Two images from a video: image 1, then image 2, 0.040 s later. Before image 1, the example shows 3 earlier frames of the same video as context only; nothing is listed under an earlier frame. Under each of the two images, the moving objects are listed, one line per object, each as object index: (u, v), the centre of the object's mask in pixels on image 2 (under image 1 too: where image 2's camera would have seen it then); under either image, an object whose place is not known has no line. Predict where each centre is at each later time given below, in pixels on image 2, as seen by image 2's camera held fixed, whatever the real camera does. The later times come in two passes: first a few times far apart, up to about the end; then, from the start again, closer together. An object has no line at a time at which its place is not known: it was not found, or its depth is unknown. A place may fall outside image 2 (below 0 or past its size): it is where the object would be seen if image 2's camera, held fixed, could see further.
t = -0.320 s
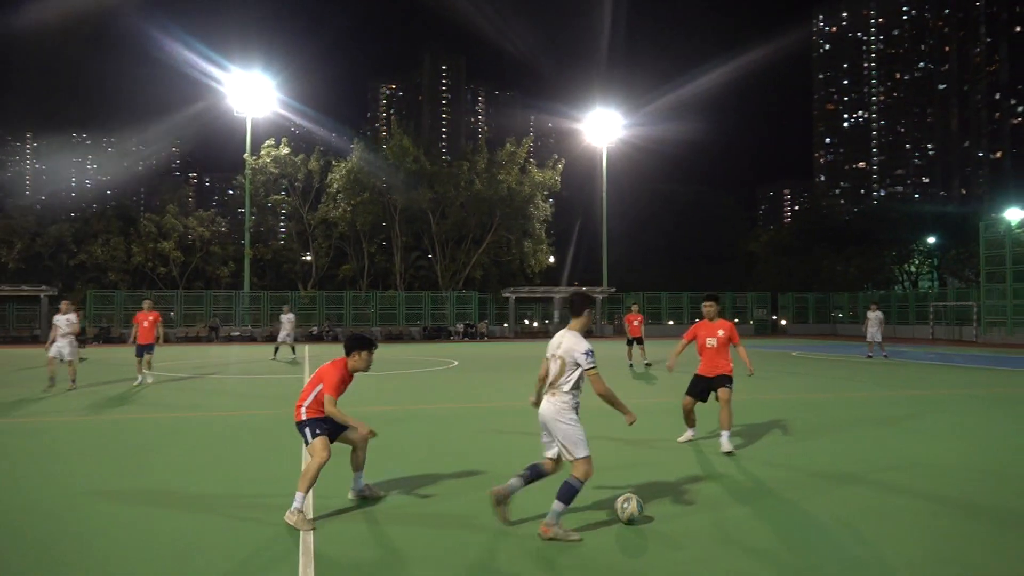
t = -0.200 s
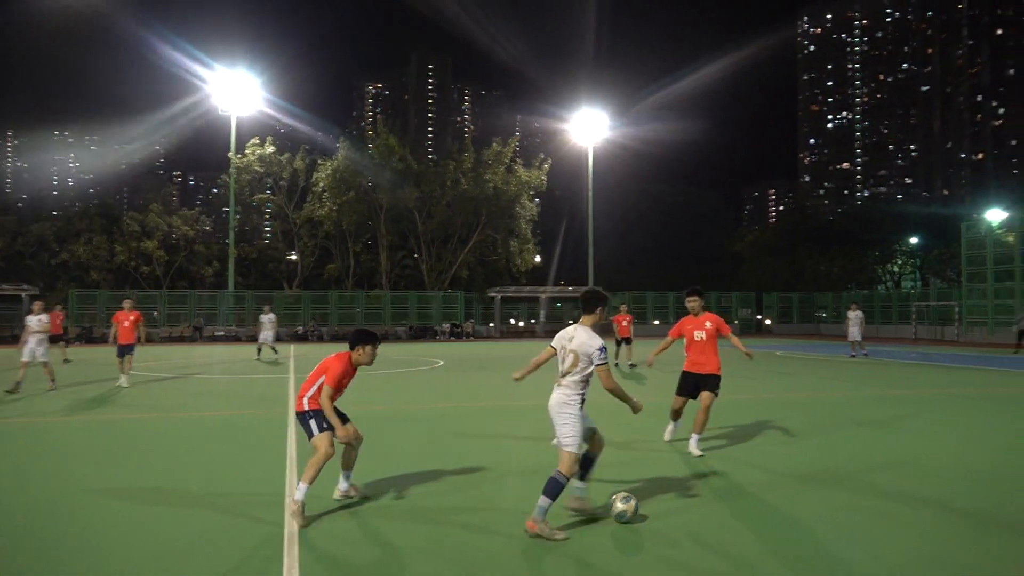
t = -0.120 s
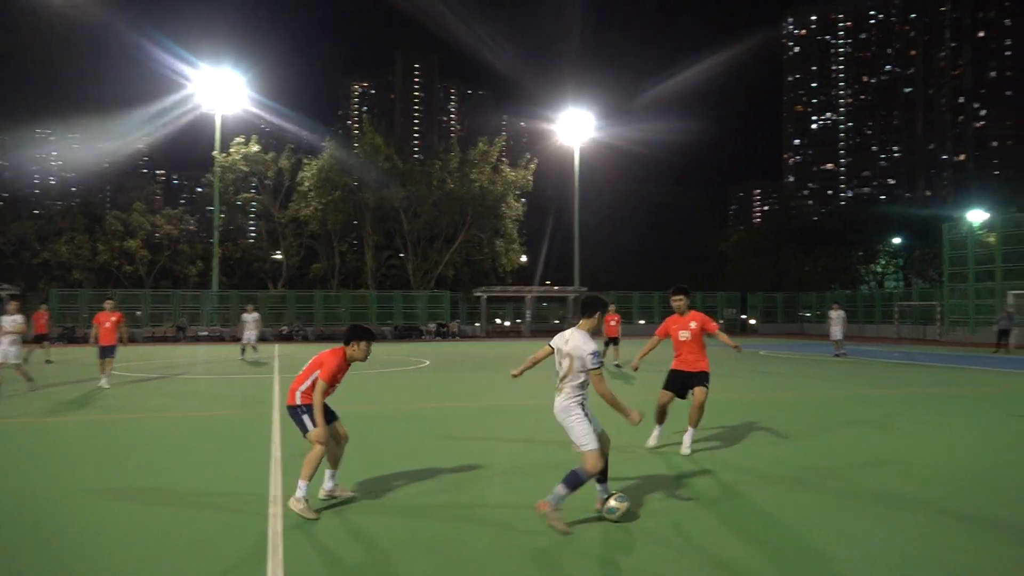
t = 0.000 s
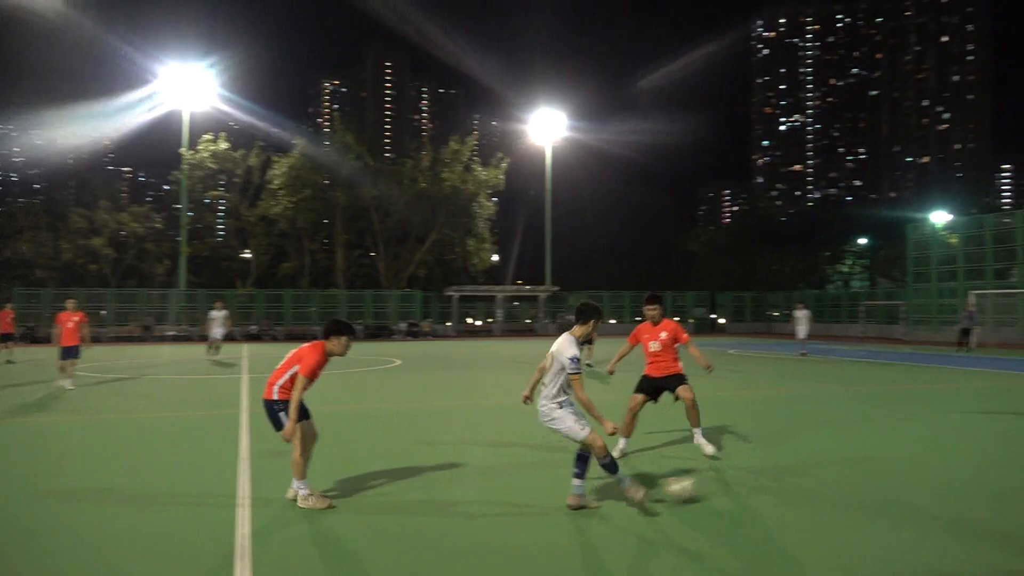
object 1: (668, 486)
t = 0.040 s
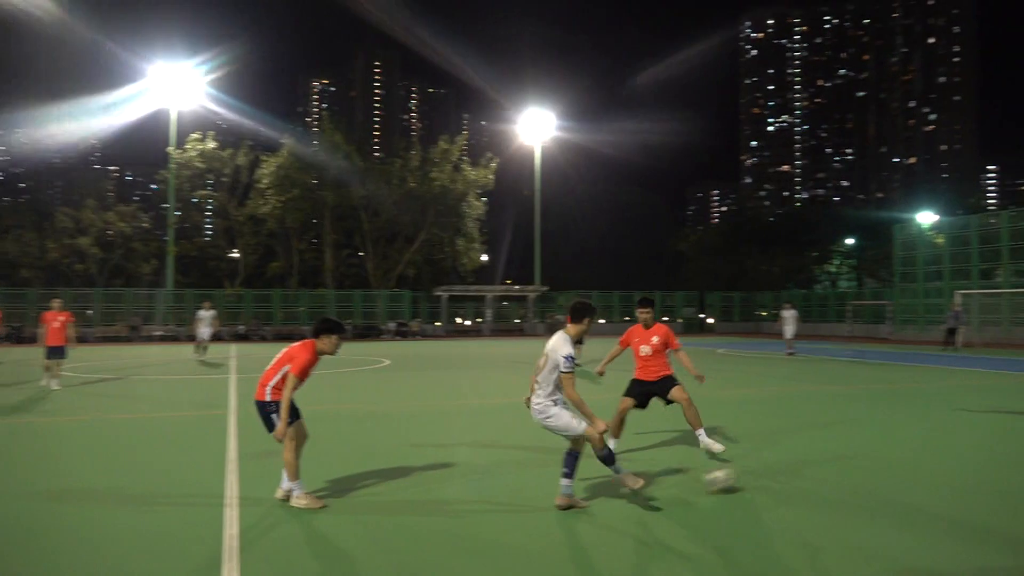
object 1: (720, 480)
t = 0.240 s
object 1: (901, 450)
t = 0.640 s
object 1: (1069, 418)
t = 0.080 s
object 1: (765, 472)
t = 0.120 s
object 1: (806, 467)
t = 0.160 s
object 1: (841, 461)
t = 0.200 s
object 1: (873, 455)
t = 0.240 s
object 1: (901, 450)
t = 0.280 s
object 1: (928, 446)
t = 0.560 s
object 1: (1050, 424)
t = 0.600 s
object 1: (1061, 422)
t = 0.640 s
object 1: (1069, 418)
